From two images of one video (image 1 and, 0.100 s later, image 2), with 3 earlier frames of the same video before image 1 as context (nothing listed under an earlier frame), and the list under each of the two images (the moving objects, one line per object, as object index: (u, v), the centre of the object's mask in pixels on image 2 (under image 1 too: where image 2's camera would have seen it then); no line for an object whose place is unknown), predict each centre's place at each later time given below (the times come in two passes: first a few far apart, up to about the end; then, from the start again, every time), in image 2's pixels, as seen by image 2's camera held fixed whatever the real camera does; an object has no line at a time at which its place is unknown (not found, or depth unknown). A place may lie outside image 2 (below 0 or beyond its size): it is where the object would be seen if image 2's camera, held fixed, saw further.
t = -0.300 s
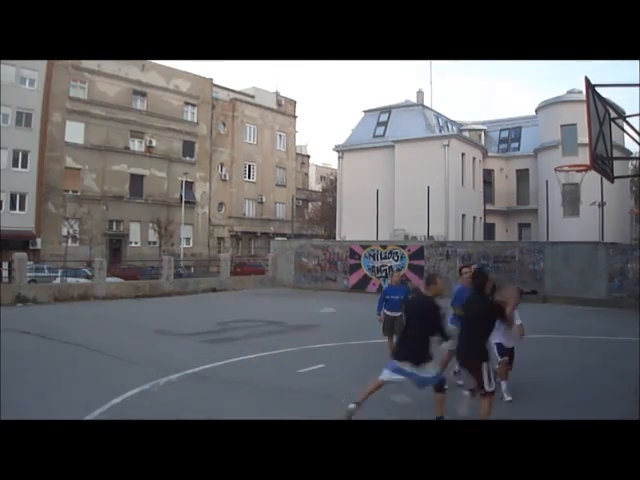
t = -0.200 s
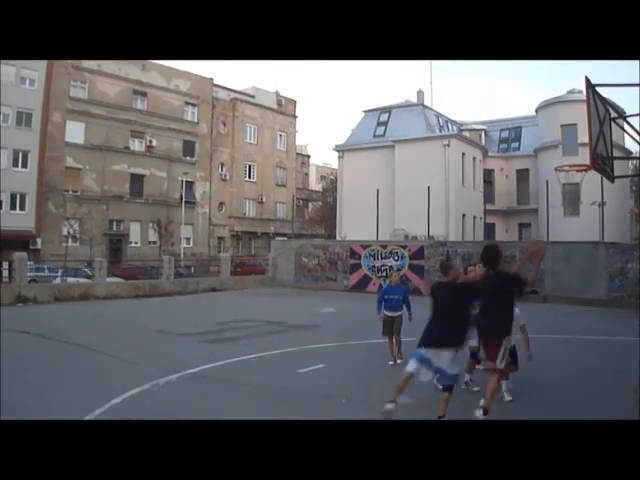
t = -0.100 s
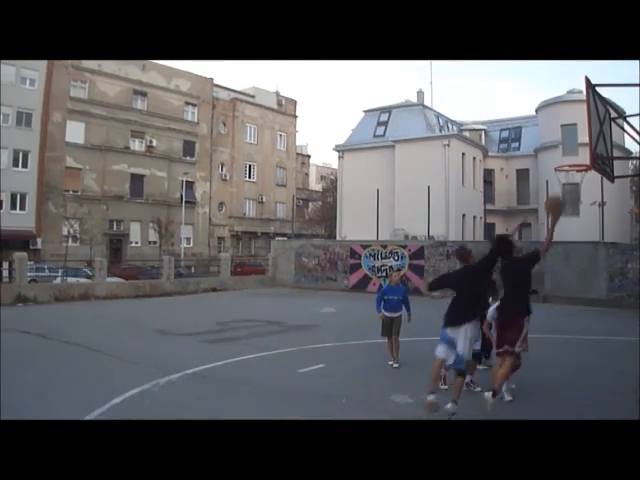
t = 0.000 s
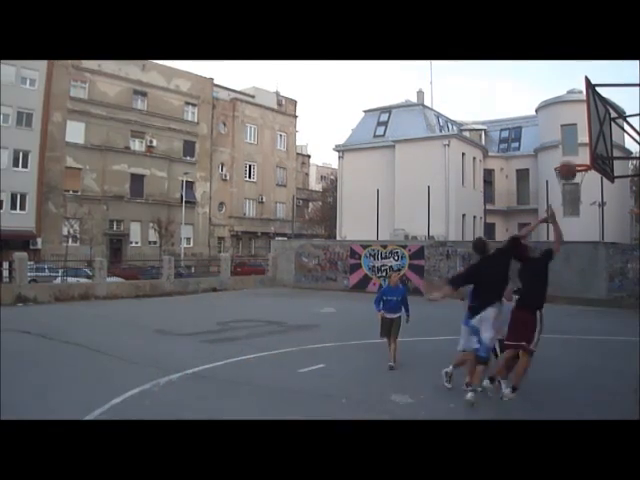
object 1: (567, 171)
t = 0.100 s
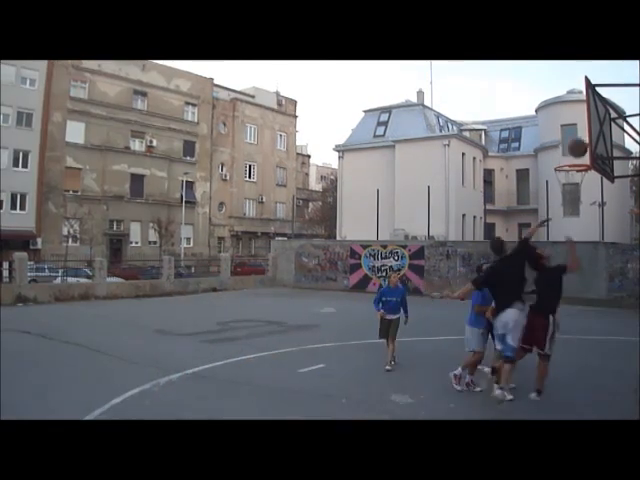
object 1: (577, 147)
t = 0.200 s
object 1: (581, 134)
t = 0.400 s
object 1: (573, 136)
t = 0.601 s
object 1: (566, 166)
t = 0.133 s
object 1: (581, 142)
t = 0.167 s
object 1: (581, 138)
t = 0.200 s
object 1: (581, 134)
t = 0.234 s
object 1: (579, 133)
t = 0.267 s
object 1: (578, 131)
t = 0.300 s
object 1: (577, 131)
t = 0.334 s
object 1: (576, 132)
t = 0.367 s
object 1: (574, 133)
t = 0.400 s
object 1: (573, 136)
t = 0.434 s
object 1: (572, 140)
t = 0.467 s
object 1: (571, 143)
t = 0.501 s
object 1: (569, 148)
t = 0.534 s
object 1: (569, 153)
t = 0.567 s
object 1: (567, 159)
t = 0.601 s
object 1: (566, 166)
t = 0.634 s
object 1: (565, 174)
